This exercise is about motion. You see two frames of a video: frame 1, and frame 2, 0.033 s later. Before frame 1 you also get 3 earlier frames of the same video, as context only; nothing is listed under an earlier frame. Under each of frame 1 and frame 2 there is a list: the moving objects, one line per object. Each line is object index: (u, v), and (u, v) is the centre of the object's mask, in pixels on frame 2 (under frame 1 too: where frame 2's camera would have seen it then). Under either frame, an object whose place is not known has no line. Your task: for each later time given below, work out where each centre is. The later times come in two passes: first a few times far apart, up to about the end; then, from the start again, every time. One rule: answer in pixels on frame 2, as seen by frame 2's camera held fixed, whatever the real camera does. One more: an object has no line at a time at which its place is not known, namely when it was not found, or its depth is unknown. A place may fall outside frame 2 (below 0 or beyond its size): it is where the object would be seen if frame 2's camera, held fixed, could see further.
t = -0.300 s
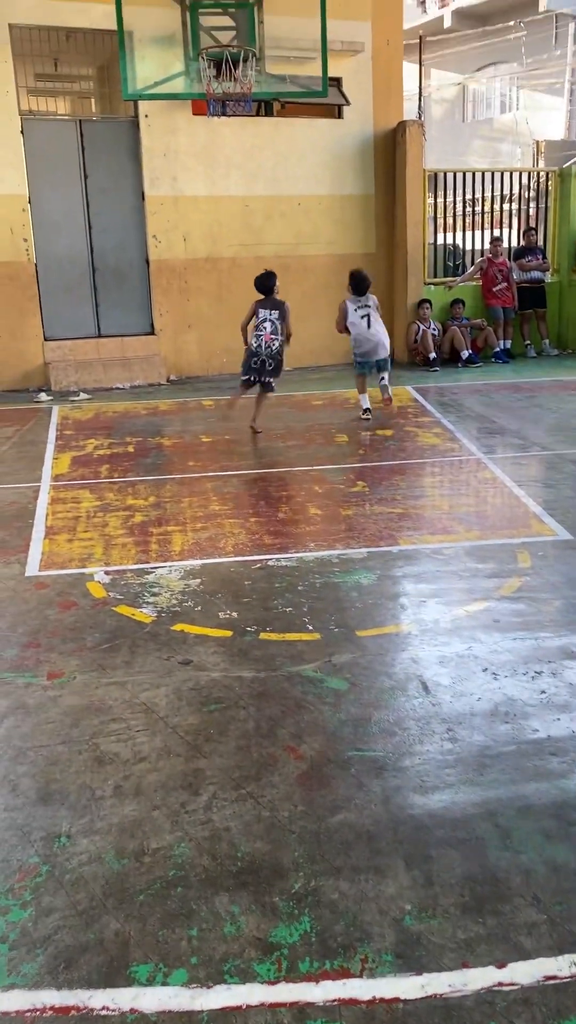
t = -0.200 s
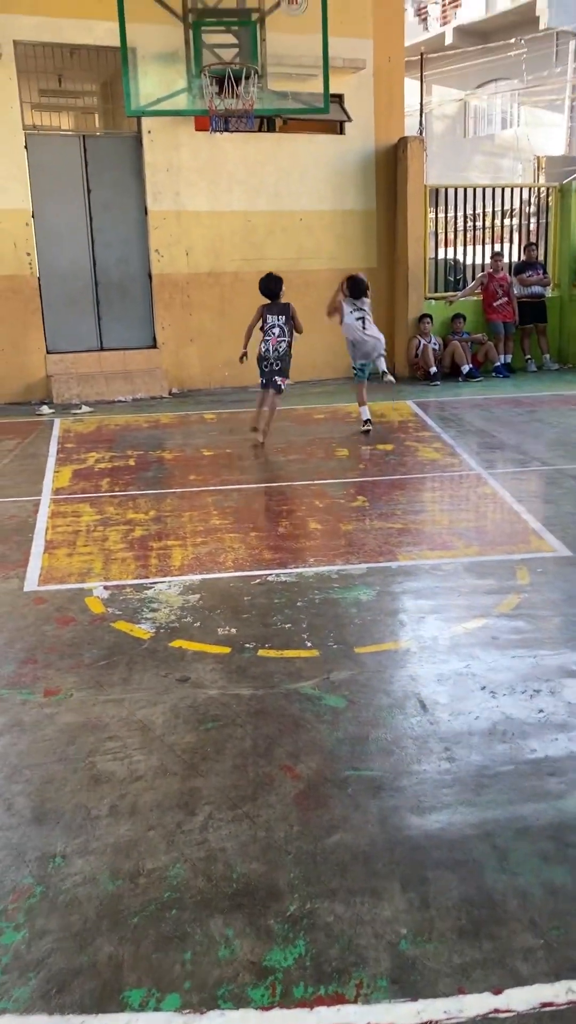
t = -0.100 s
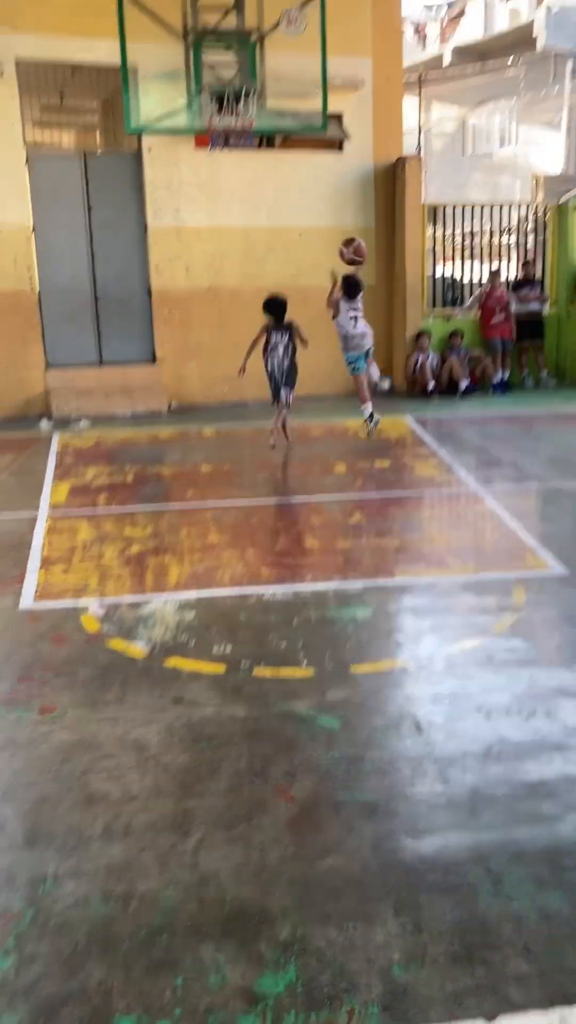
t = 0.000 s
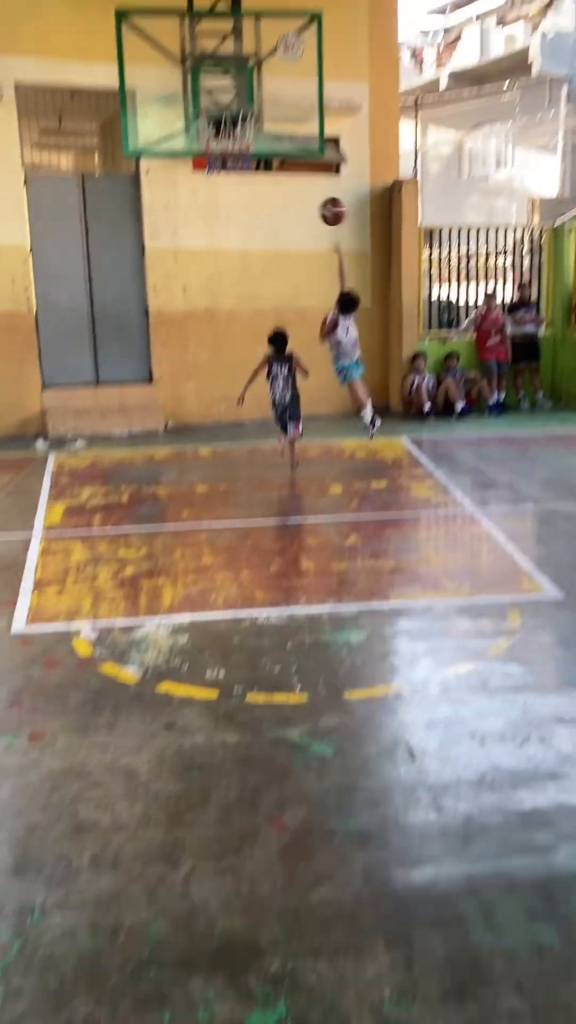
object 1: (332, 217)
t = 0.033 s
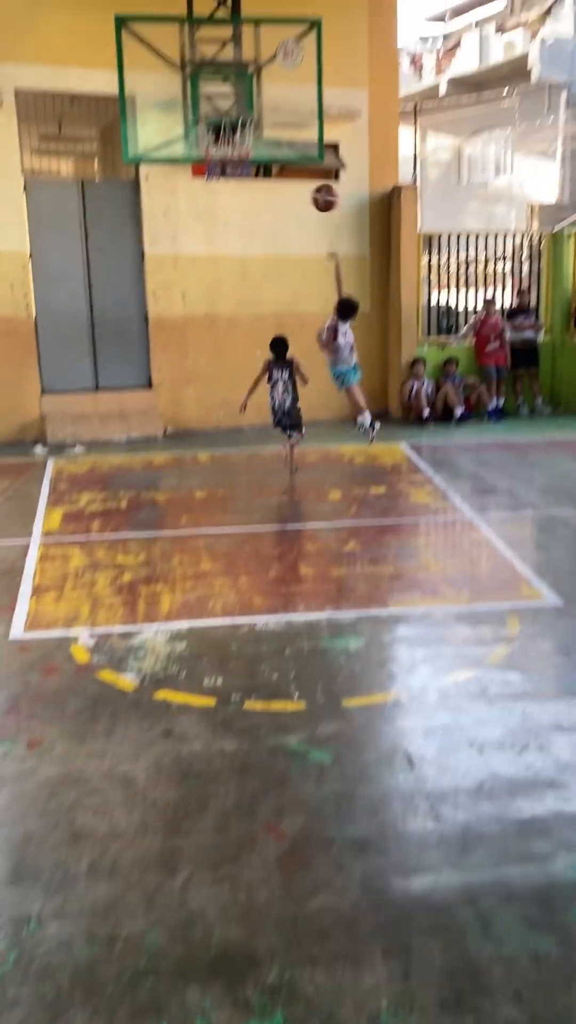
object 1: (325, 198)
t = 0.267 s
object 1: (275, 97)
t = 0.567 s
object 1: (226, 62)
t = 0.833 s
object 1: (212, 114)
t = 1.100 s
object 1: (238, 164)
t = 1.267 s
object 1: (234, 216)
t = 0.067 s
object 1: (318, 179)
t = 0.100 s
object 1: (312, 162)
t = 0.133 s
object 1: (303, 147)
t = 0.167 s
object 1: (296, 132)
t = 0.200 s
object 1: (289, 119)
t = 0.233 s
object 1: (282, 108)
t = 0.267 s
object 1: (275, 97)
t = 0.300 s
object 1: (271, 88)
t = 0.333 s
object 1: (263, 80)
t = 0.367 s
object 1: (256, 73)
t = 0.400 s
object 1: (250, 68)
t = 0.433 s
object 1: (244, 65)
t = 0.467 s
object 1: (237, 63)
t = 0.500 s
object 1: (231, 62)
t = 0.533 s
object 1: (229, 62)
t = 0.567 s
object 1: (226, 62)
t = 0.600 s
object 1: (223, 66)
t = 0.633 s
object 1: (220, 69)
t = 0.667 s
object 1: (218, 74)
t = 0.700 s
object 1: (215, 80)
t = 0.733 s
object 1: (213, 88)
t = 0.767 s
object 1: (211, 98)
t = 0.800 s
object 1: (209, 109)
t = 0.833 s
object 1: (212, 114)
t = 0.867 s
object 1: (219, 115)
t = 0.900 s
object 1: (230, 114)
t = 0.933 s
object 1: (237, 123)
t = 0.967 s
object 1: (237, 129)
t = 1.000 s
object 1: (235, 148)
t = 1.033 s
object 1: (240, 154)
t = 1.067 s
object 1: (239, 158)
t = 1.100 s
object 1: (238, 164)
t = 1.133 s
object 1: (236, 176)
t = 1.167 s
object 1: (236, 181)
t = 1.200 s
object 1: (235, 192)
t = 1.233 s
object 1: (235, 204)
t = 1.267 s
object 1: (234, 216)
